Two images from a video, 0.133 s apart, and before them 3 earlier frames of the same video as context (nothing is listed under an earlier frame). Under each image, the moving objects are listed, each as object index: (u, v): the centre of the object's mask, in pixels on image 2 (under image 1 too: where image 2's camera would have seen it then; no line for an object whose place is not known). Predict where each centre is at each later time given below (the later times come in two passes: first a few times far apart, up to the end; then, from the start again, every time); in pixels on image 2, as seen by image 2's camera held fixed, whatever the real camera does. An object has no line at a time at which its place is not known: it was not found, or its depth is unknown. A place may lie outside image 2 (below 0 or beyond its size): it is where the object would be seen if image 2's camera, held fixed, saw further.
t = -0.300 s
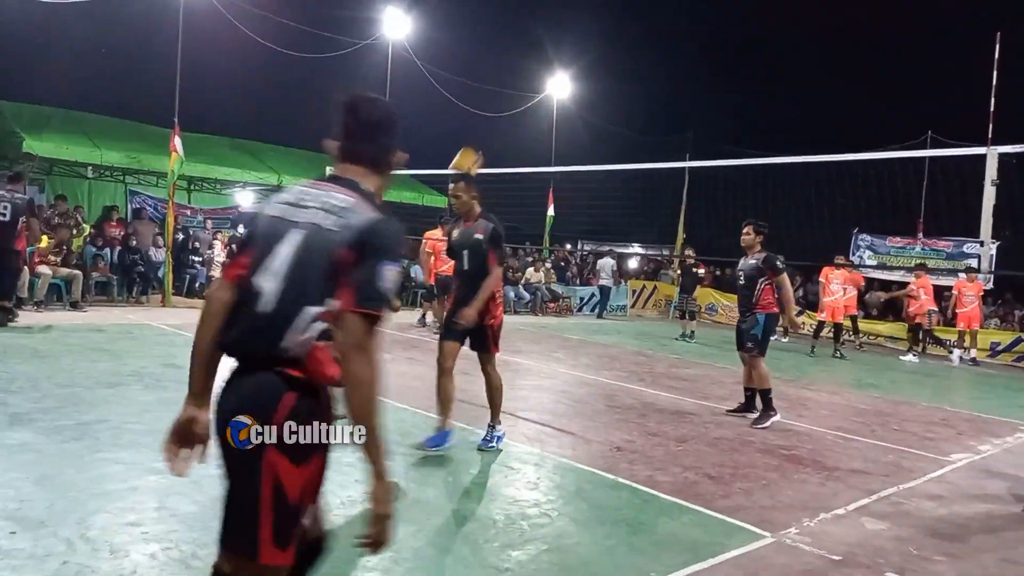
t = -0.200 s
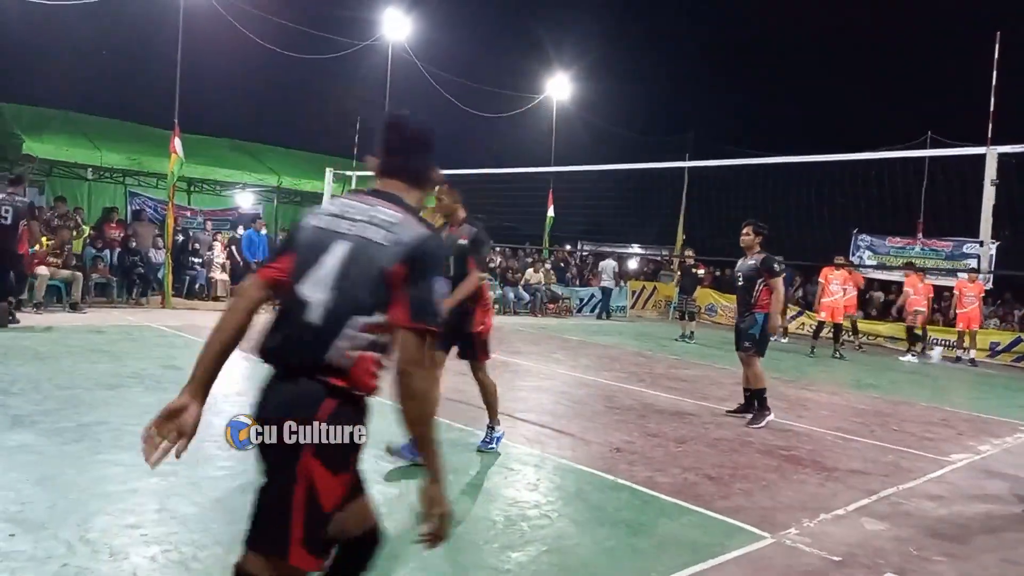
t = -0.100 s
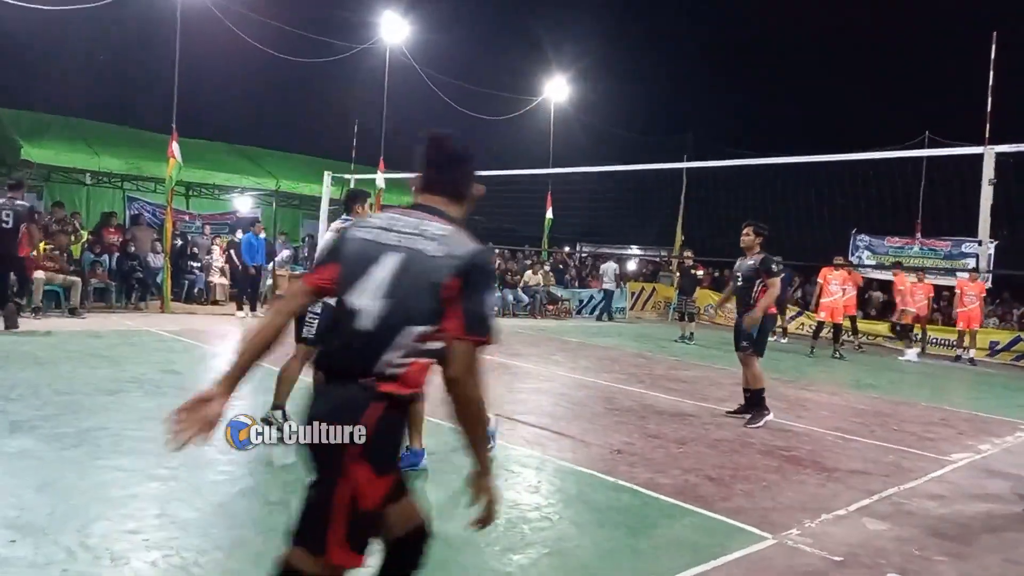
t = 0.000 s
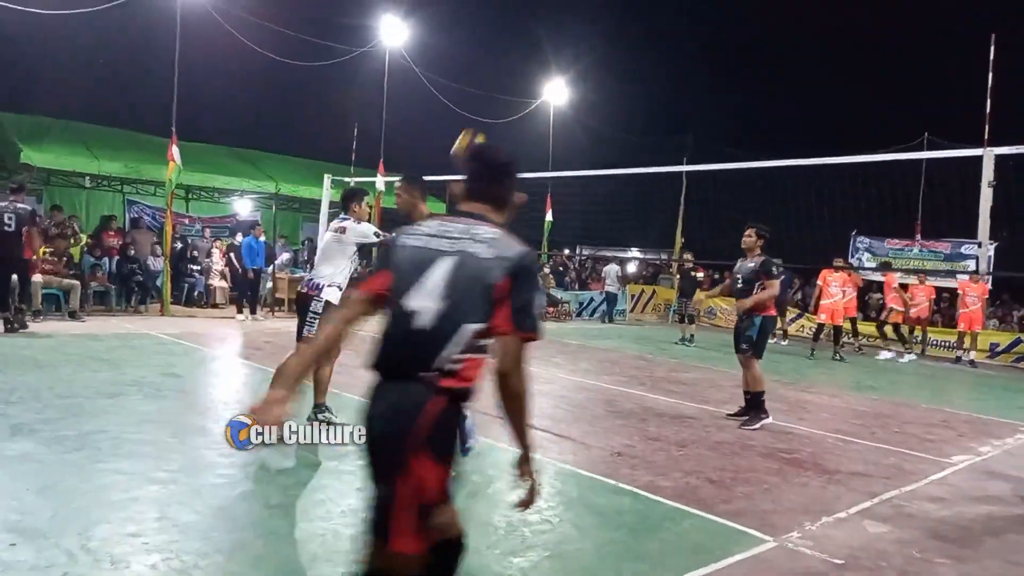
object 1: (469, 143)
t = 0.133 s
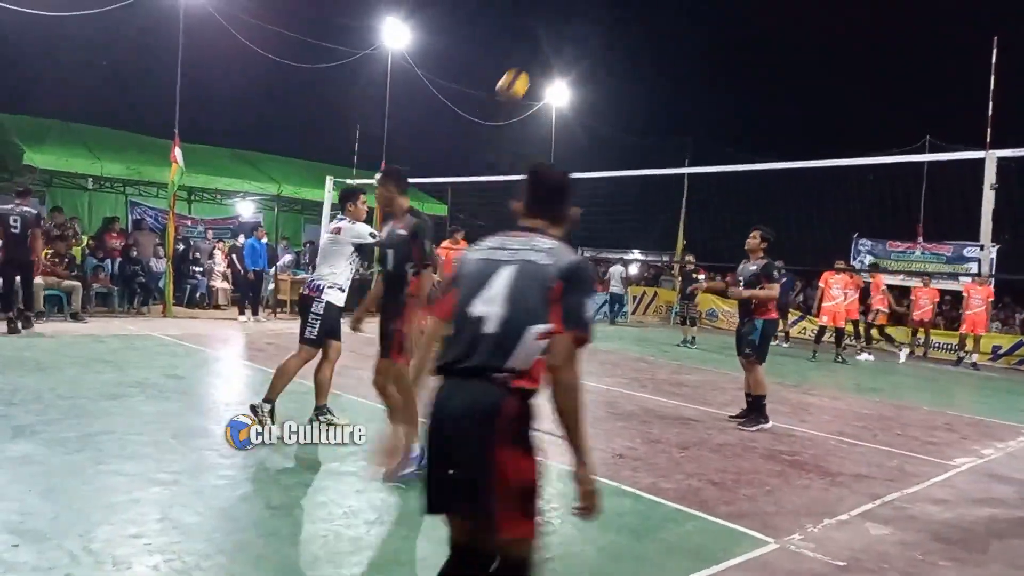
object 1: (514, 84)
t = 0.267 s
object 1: (552, 44)
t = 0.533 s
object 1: (622, 25)
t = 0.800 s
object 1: (679, 89)
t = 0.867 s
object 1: (691, 116)
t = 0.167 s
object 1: (523, 72)
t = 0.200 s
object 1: (534, 60)
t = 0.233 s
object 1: (543, 52)
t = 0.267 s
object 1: (552, 44)
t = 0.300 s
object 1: (561, 38)
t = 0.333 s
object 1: (570, 32)
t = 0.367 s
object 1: (580, 27)
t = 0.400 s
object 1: (589, 24)
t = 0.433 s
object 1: (597, 22)
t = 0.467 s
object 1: (605, 22)
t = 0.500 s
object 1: (614, 23)
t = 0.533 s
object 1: (622, 25)
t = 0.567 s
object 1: (630, 29)
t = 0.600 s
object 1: (638, 34)
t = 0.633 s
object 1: (644, 40)
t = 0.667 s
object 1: (652, 48)
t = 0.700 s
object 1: (659, 56)
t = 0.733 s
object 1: (666, 66)
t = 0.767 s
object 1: (673, 76)
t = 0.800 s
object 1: (679, 89)
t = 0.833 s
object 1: (685, 102)
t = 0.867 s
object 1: (691, 116)
